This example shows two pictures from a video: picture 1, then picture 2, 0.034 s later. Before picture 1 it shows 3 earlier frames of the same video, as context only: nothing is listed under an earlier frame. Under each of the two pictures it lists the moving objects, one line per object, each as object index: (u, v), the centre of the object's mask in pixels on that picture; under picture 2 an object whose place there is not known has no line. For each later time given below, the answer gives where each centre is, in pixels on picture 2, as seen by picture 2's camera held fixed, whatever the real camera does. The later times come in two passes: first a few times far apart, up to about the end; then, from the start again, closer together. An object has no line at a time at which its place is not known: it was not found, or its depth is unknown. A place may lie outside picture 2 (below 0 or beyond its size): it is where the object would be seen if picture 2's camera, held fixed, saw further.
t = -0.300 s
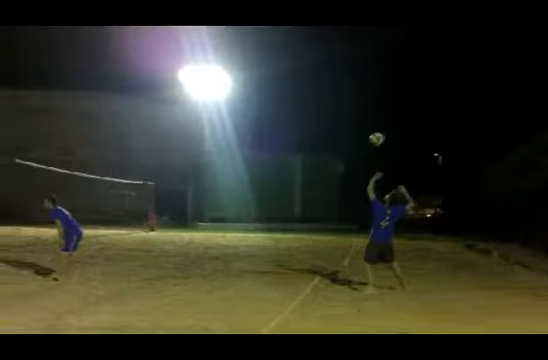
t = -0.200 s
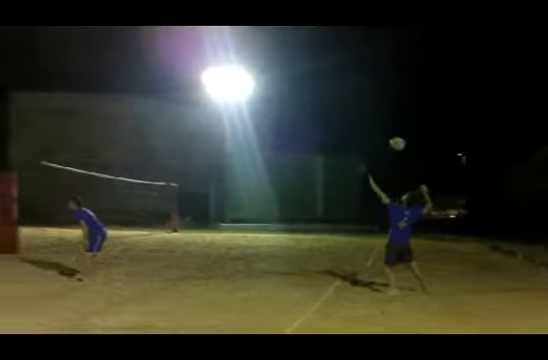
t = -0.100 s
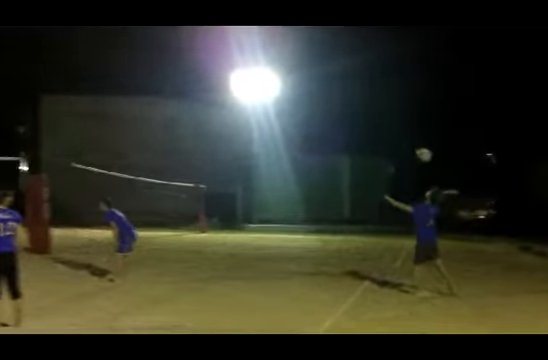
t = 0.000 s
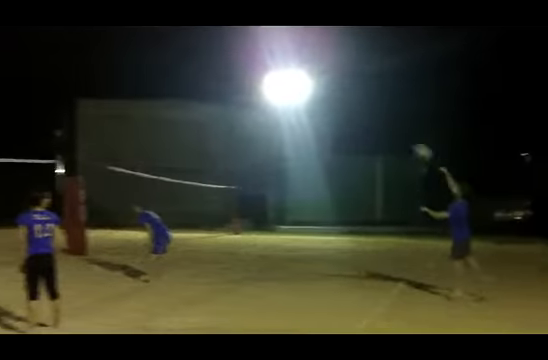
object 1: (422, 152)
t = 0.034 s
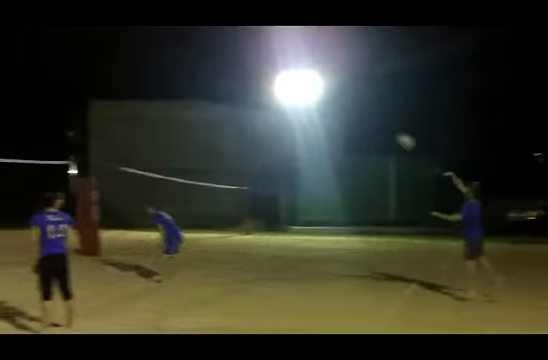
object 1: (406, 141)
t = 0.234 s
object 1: (234, 88)
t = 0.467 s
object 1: (53, 63)
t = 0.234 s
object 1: (234, 88)
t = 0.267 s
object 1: (208, 82)
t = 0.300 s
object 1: (180, 77)
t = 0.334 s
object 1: (154, 73)
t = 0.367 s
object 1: (128, 69)
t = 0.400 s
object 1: (102, 67)
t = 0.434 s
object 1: (78, 65)
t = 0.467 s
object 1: (53, 63)
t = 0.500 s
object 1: (30, 63)
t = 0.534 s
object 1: (8, 63)
